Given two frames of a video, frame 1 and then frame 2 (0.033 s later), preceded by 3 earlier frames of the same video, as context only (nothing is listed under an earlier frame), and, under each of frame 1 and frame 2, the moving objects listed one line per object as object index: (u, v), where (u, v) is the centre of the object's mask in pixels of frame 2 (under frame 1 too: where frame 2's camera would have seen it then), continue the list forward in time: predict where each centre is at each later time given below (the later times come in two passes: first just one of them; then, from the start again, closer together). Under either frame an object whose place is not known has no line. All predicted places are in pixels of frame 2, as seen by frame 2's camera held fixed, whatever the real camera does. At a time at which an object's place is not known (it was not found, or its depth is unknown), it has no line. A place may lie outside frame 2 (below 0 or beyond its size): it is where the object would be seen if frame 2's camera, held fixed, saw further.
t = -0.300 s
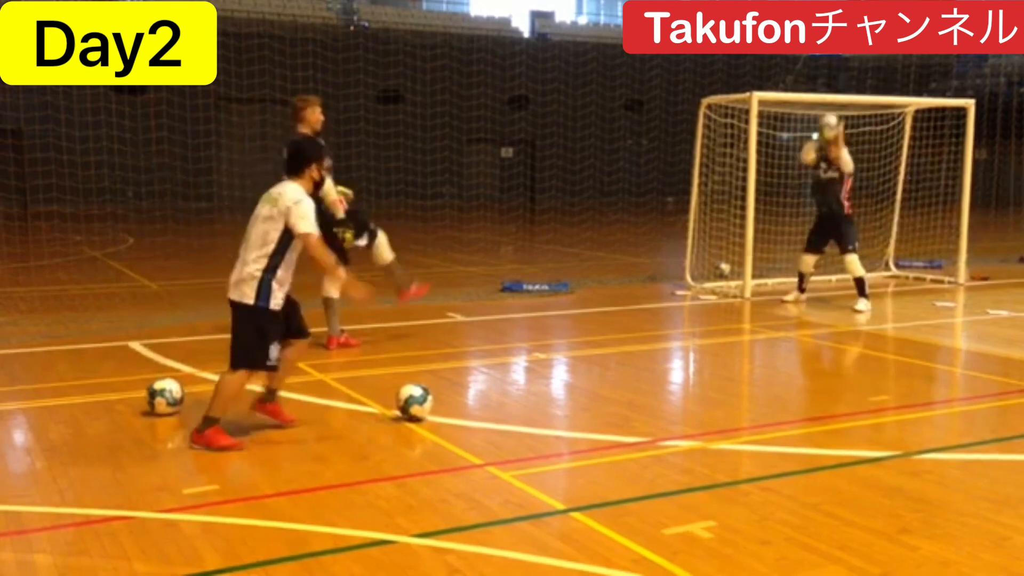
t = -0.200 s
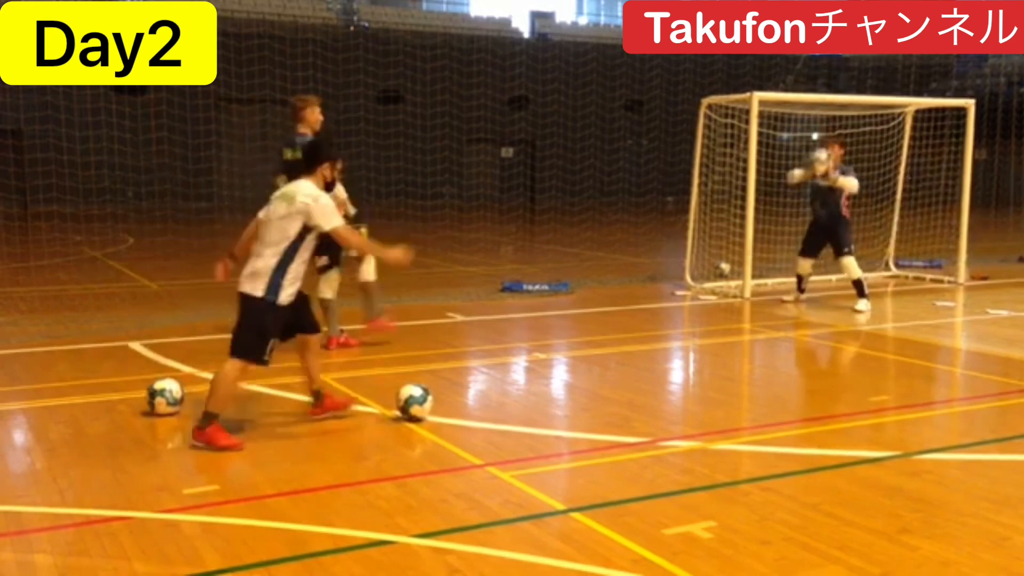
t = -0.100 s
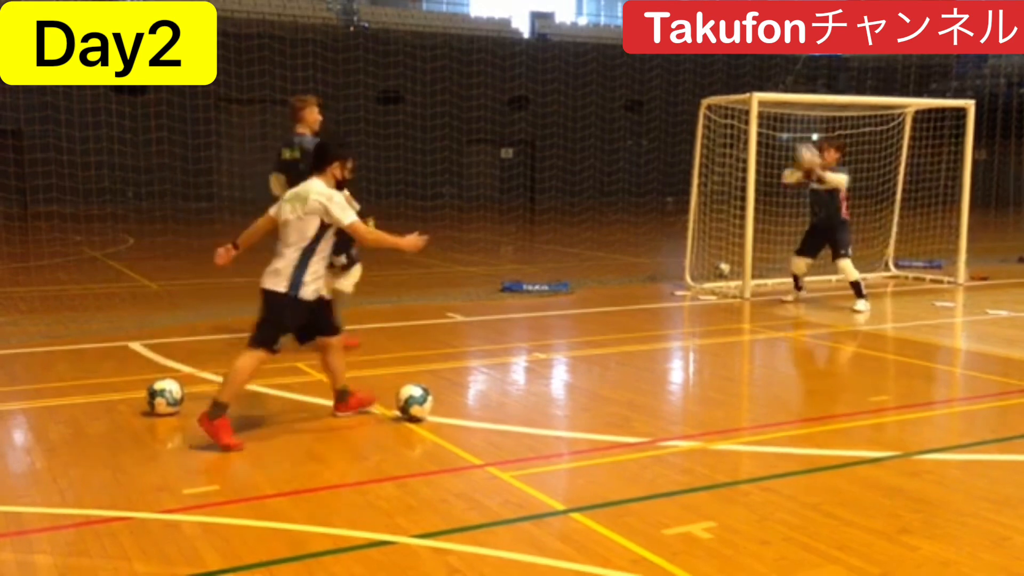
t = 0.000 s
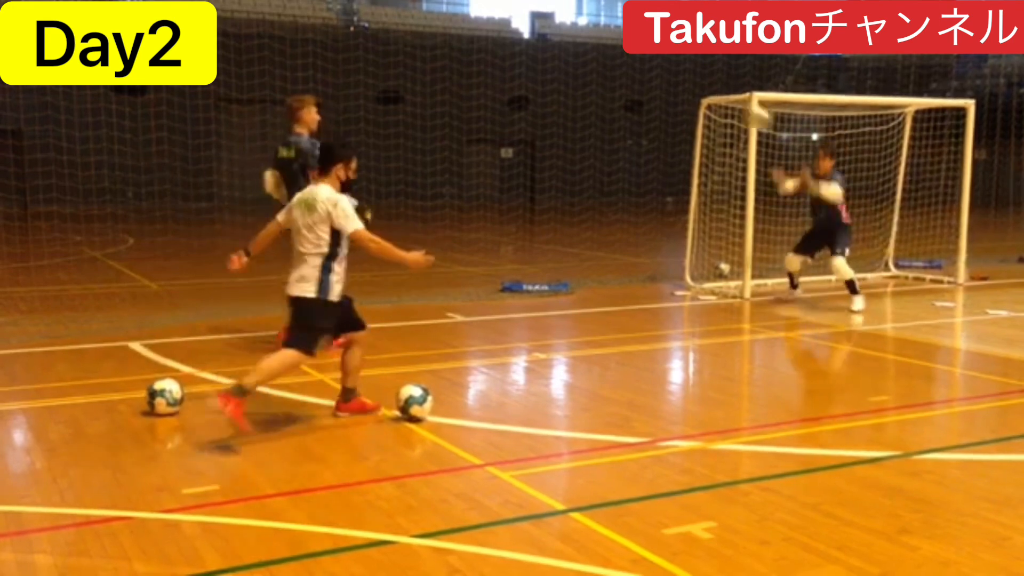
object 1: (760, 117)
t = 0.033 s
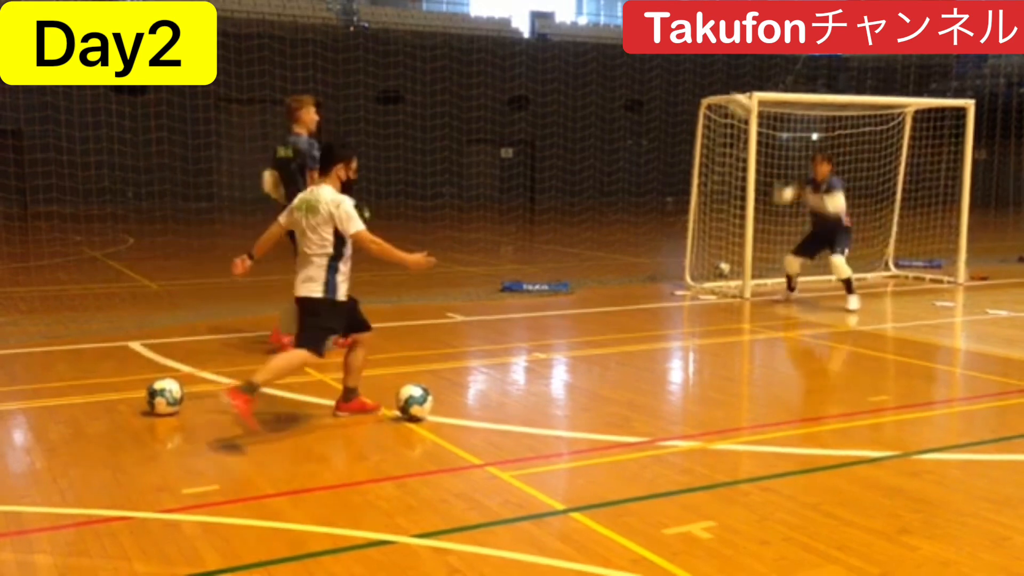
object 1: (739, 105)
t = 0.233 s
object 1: (624, 64)
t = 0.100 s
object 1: (703, 87)
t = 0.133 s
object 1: (683, 80)
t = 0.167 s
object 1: (664, 73)
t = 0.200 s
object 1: (648, 68)
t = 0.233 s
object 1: (624, 64)
